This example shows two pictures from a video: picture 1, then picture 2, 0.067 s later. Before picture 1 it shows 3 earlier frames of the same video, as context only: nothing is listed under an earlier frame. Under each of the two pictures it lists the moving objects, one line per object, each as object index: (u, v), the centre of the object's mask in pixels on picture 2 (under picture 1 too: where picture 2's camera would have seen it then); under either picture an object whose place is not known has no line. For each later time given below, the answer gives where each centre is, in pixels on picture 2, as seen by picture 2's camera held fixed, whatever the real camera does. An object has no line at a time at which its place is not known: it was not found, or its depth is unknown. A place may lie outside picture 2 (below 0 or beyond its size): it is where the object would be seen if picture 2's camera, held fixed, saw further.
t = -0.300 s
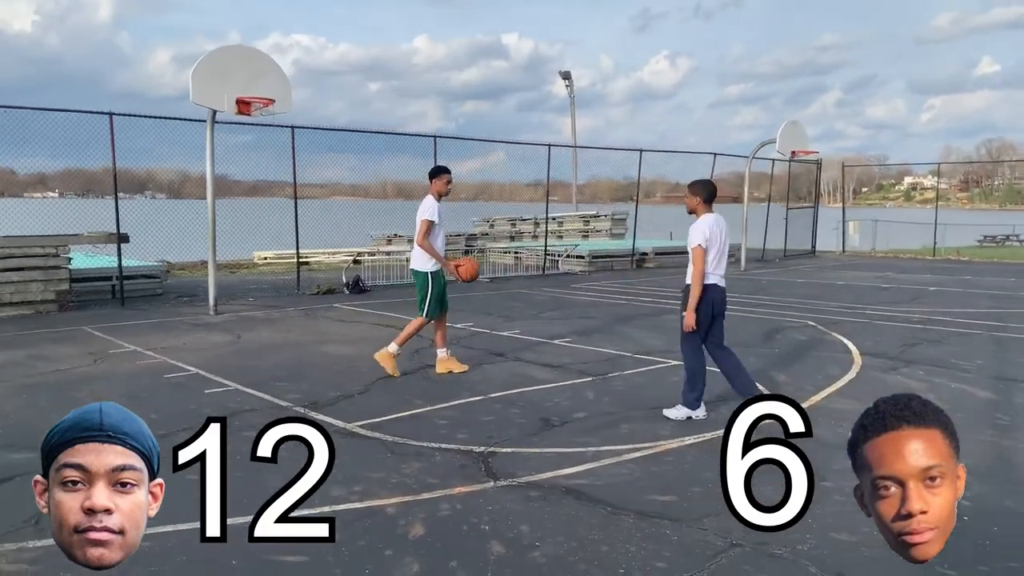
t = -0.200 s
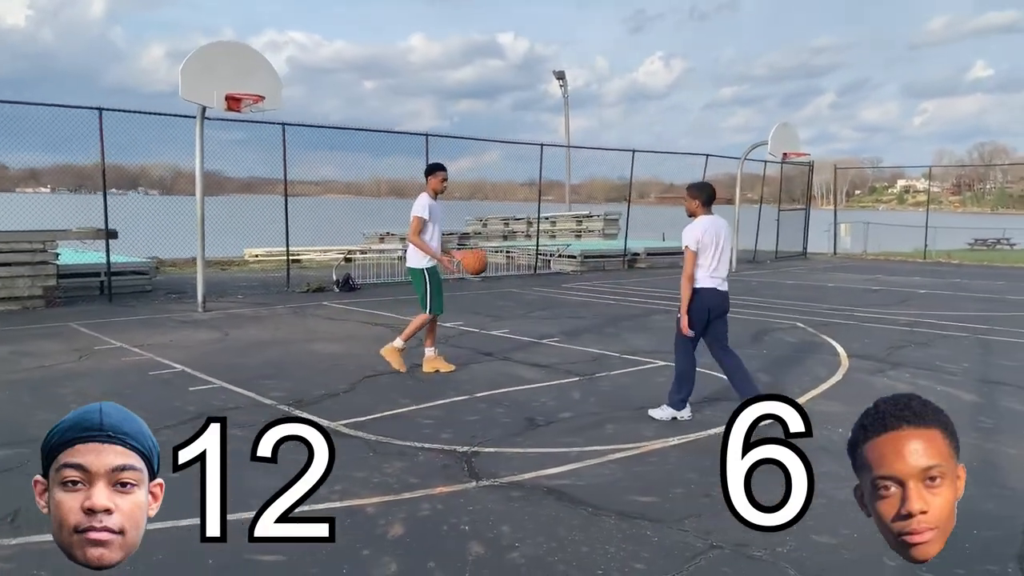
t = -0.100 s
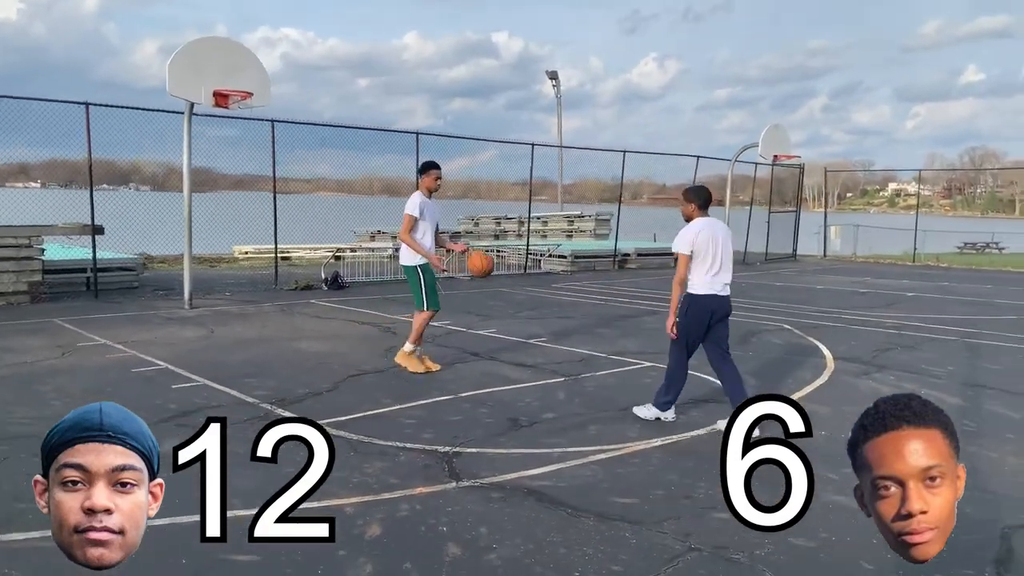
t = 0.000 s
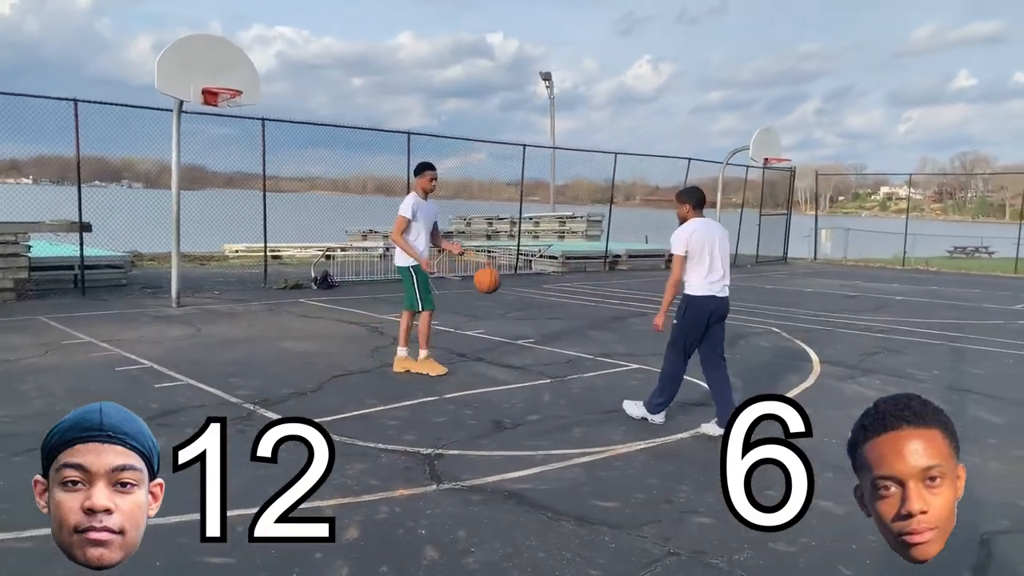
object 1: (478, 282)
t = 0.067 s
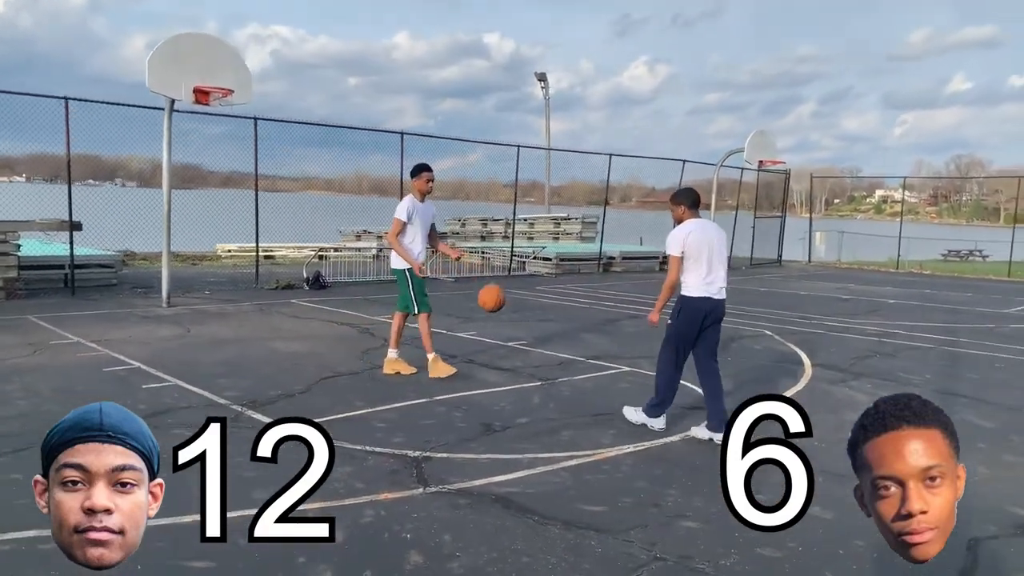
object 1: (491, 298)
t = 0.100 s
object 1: (498, 309)
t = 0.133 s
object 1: (504, 321)
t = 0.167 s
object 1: (511, 334)
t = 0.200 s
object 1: (517, 348)
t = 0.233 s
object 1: (524, 365)
